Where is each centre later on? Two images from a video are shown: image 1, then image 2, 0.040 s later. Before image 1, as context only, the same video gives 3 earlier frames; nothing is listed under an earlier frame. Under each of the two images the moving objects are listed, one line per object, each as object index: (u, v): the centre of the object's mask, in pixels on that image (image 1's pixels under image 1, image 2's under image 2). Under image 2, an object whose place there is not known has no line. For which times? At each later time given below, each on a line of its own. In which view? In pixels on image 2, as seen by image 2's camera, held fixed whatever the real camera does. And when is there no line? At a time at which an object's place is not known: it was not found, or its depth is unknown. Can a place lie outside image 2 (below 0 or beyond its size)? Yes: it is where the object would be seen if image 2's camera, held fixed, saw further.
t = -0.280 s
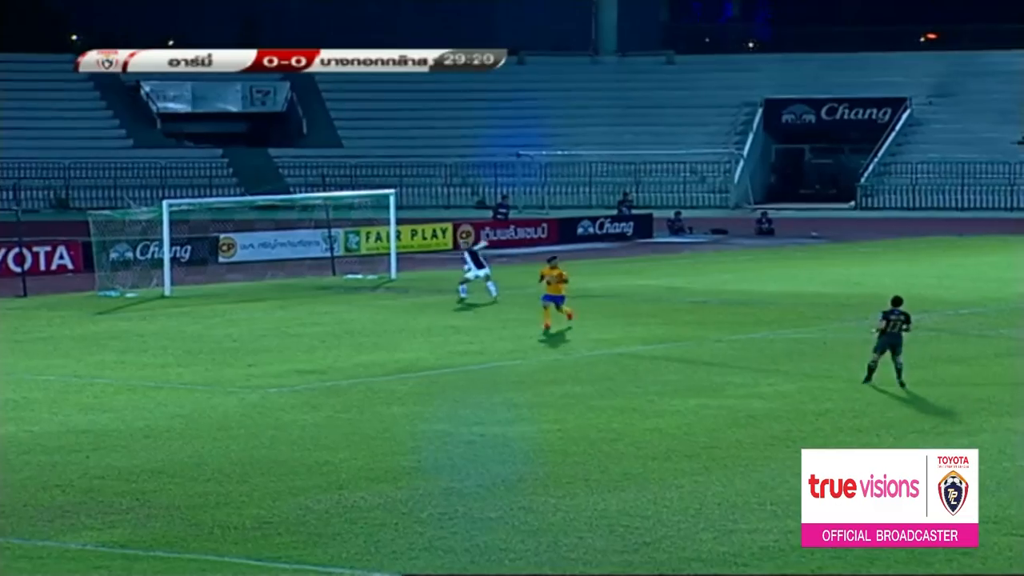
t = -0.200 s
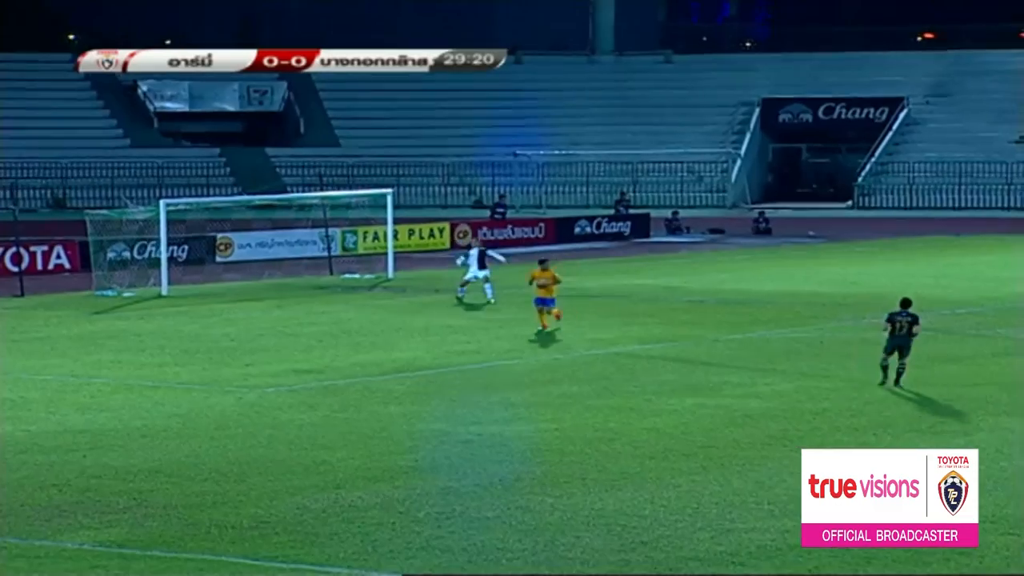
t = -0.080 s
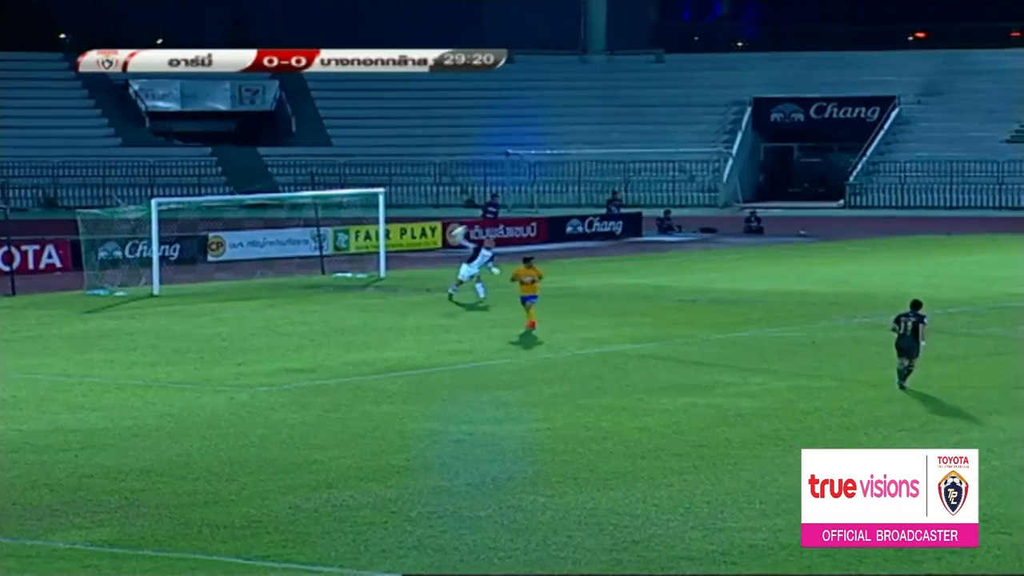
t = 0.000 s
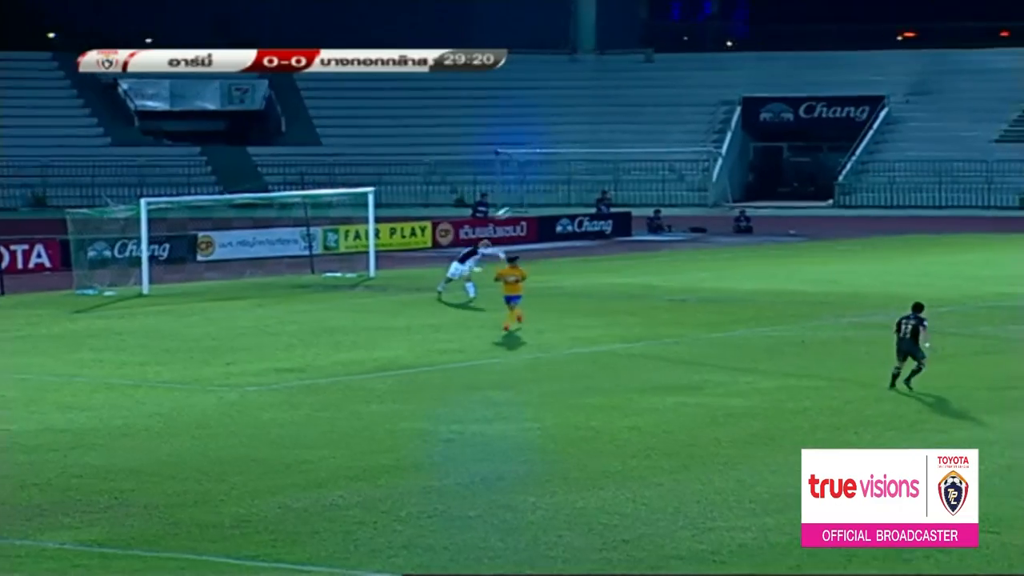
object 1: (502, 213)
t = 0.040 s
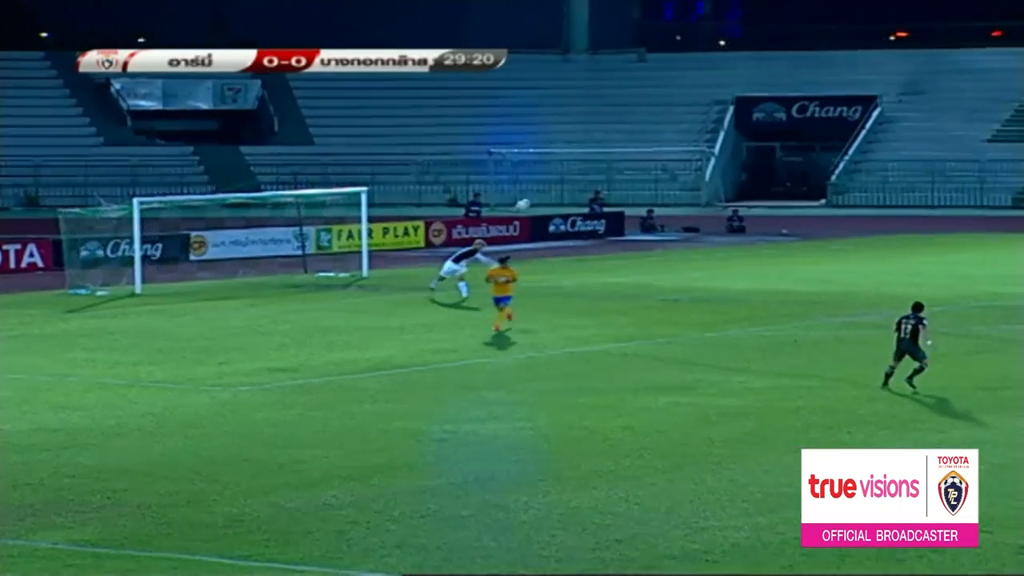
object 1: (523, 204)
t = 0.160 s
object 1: (600, 182)
